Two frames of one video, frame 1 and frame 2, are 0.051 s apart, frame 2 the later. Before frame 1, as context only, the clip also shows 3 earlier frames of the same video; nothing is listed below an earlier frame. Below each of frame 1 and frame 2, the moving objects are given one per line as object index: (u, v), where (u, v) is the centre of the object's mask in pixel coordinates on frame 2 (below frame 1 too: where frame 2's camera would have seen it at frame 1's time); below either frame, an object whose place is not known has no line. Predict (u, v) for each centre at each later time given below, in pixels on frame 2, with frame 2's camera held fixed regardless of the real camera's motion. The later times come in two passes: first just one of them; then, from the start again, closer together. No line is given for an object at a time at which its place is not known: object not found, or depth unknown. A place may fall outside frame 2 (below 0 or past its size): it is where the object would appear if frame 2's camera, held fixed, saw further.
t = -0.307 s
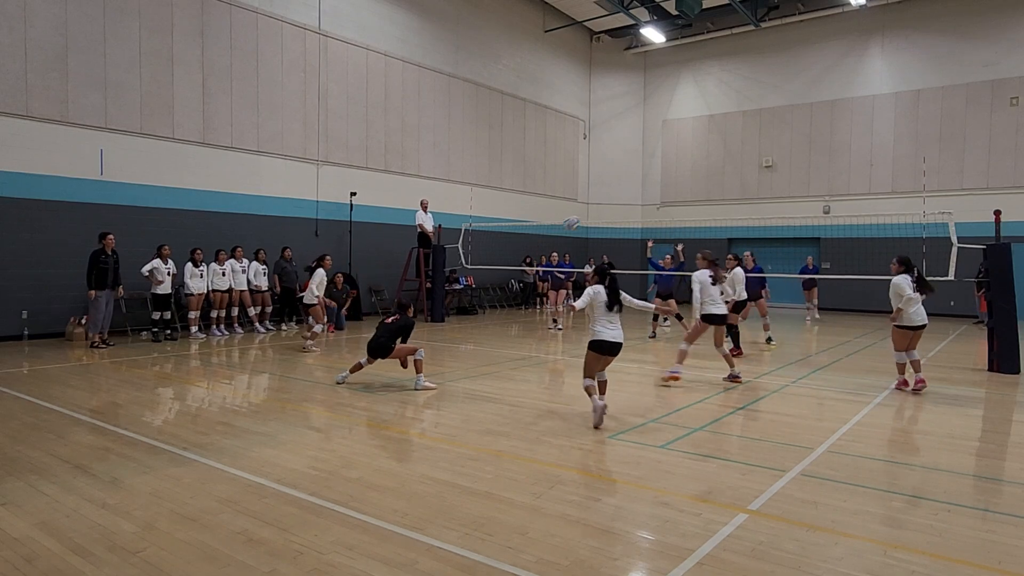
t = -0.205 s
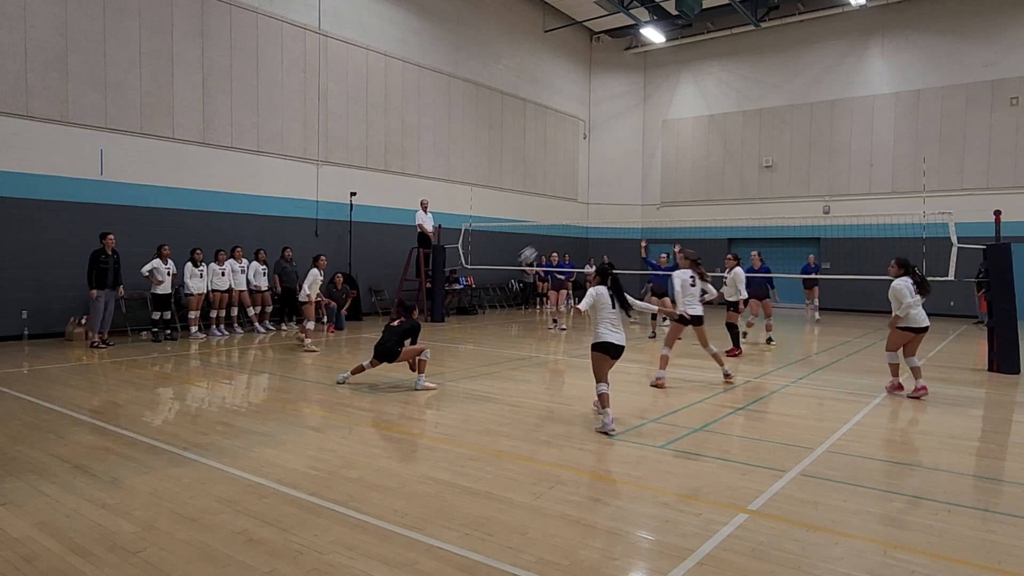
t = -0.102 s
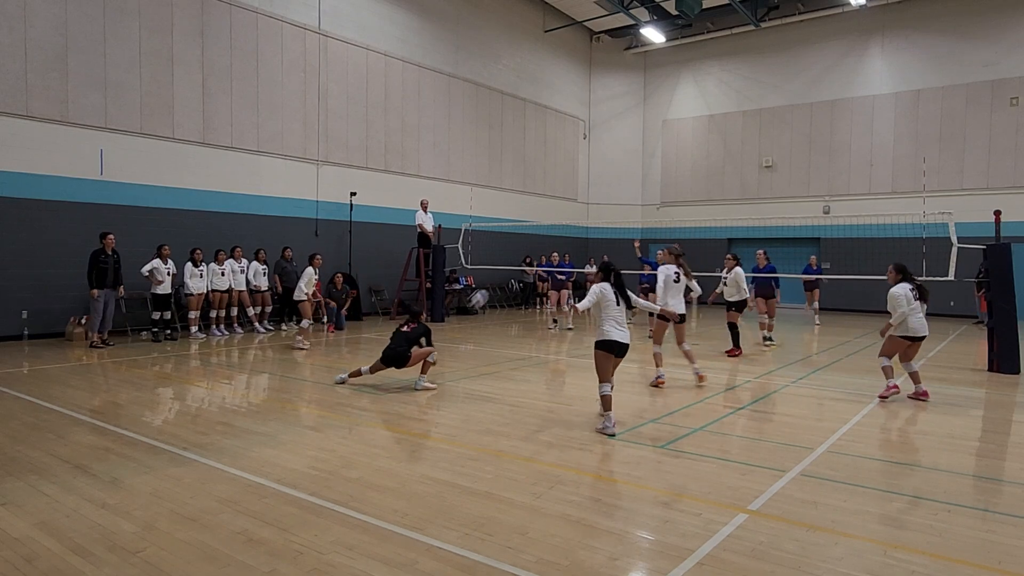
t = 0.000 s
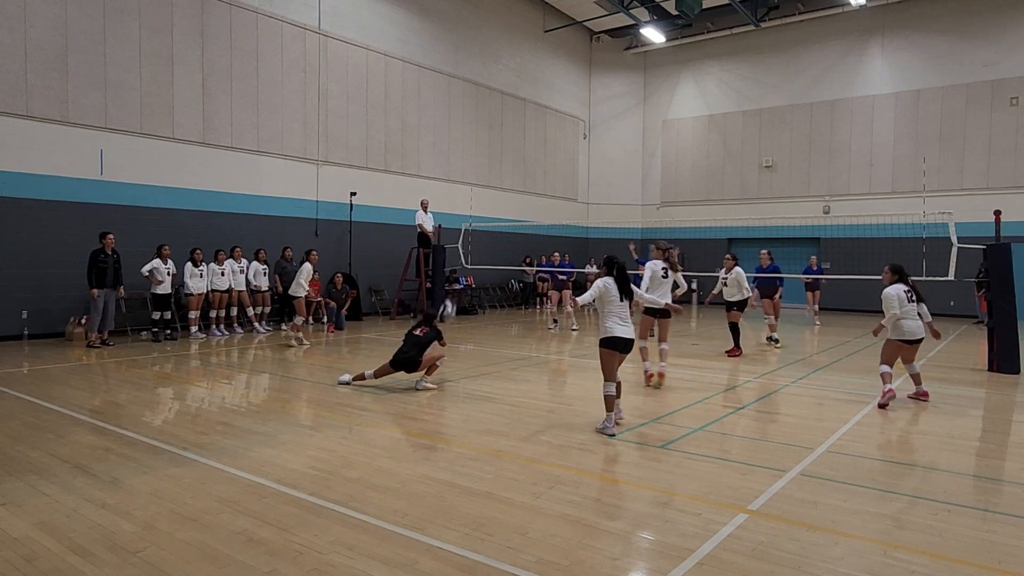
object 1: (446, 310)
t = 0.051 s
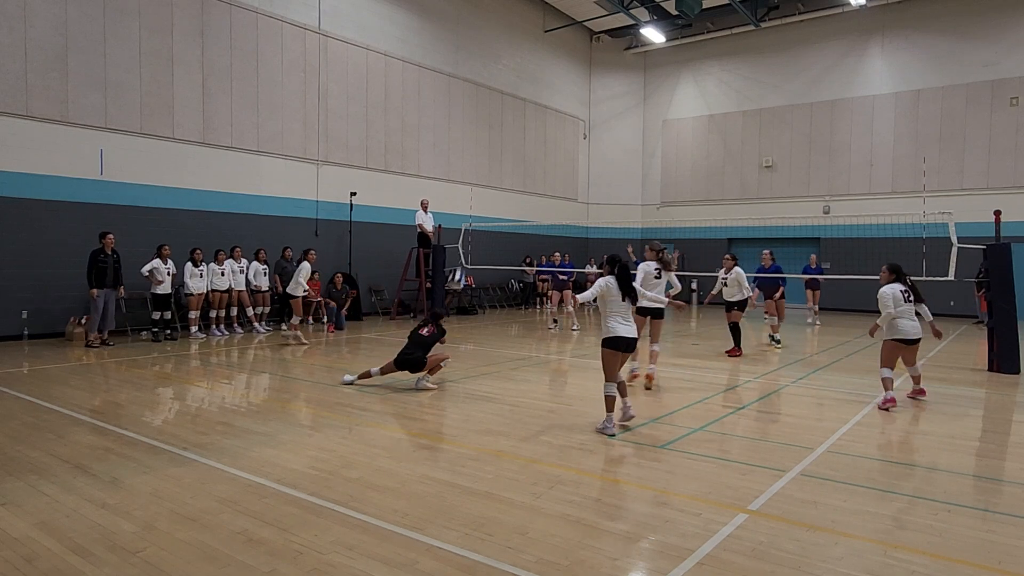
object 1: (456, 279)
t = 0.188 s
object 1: (480, 207)
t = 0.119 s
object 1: (469, 242)
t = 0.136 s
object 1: (471, 233)
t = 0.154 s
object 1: (474, 223)
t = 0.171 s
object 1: (477, 214)
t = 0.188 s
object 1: (480, 207)
